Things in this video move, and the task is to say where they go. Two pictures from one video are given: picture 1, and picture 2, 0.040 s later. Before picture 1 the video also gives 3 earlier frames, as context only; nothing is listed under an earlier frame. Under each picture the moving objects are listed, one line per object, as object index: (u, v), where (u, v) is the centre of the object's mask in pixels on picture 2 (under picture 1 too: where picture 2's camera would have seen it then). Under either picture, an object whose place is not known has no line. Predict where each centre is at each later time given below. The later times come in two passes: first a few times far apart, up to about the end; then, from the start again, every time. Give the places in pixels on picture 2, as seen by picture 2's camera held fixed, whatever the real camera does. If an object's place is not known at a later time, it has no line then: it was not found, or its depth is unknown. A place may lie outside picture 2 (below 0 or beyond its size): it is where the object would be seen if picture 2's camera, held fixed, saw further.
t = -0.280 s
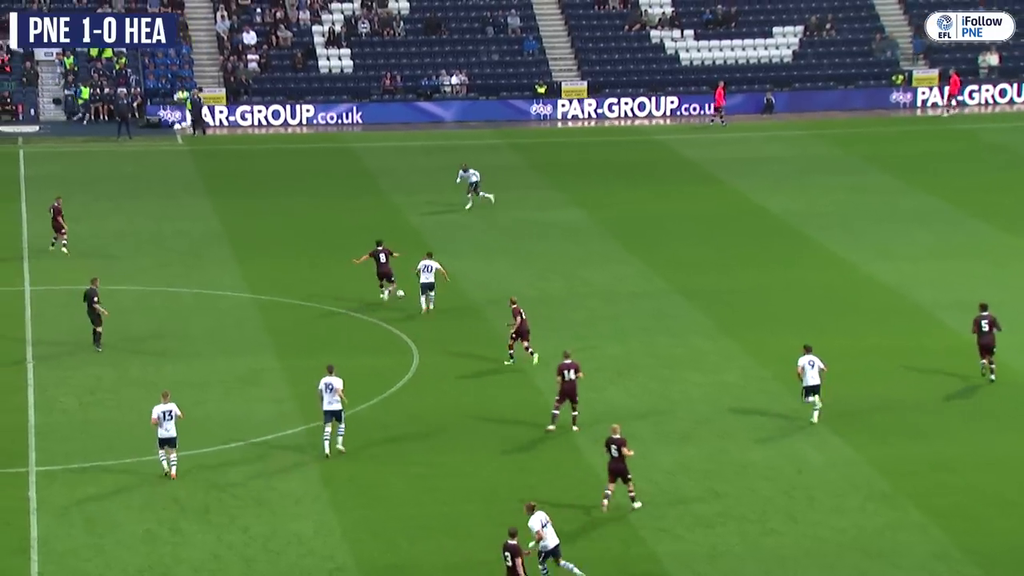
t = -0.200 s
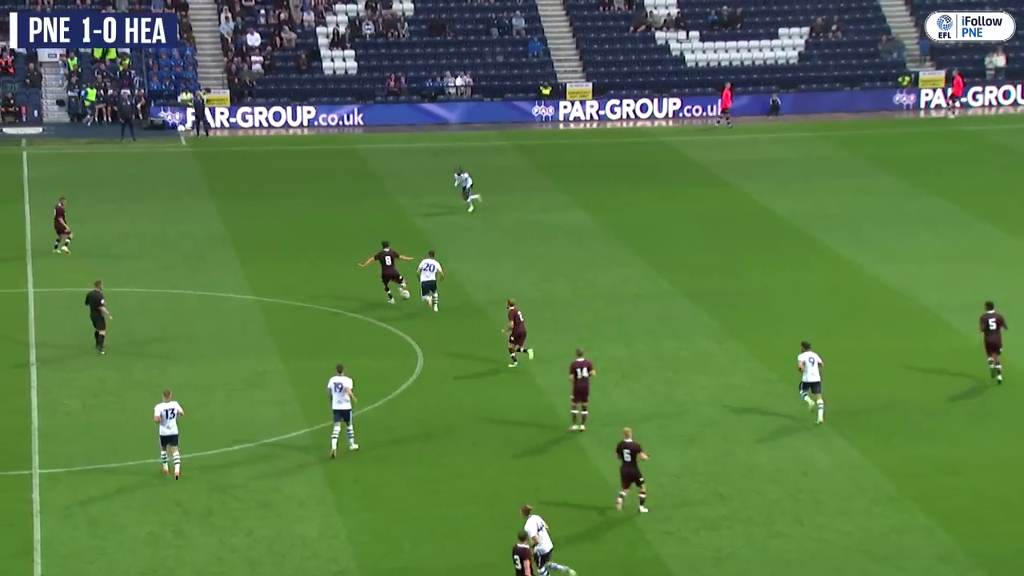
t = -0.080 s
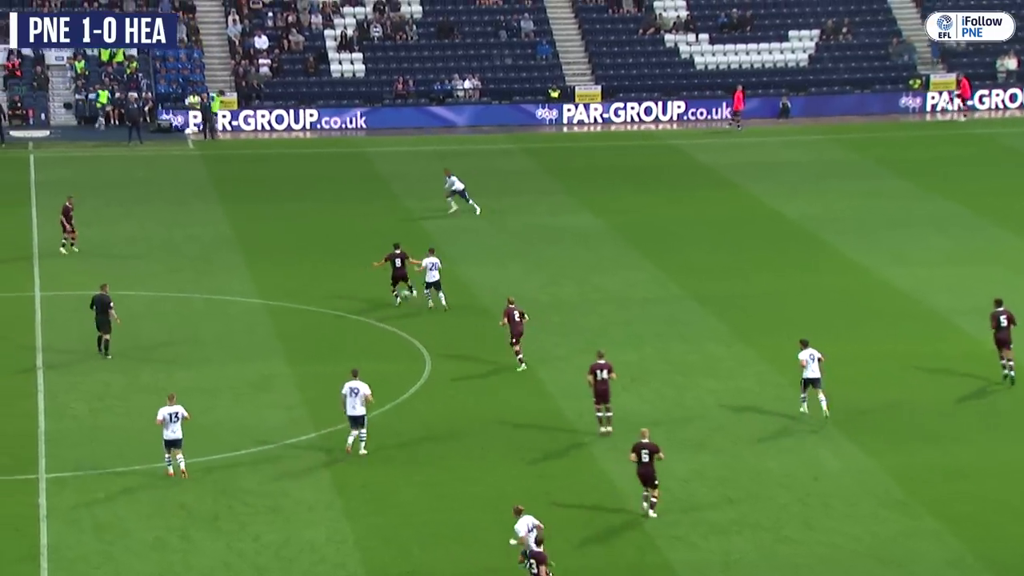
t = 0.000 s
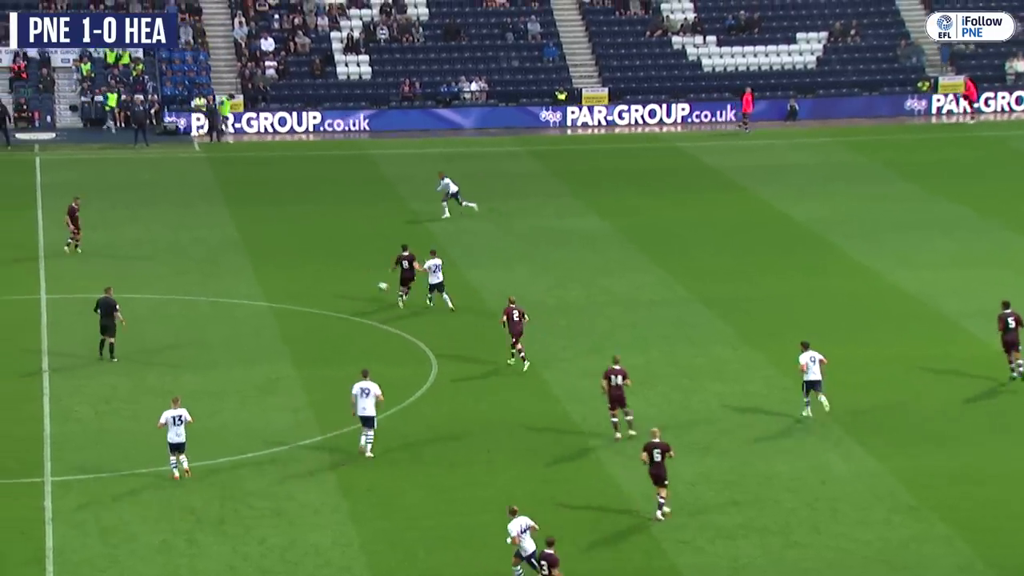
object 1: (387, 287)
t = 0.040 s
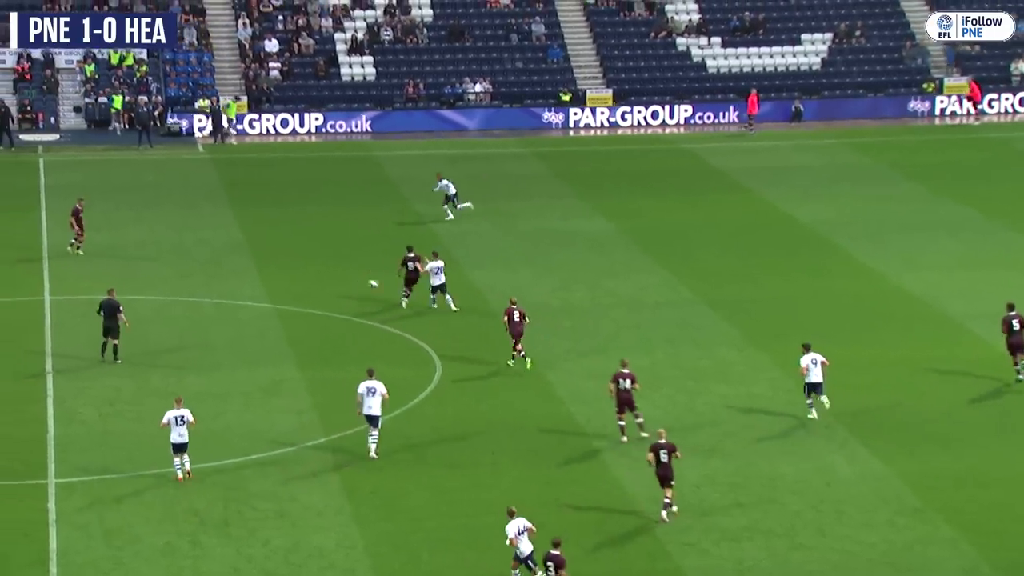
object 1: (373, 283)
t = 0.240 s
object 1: (306, 274)
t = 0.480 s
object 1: (236, 267)
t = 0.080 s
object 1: (360, 280)
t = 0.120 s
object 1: (346, 276)
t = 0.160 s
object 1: (332, 275)
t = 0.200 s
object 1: (318, 274)
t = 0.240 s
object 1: (306, 274)
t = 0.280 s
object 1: (293, 274)
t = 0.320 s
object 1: (280, 276)
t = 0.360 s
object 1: (268, 276)
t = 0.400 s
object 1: (257, 272)
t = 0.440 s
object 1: (246, 269)
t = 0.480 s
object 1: (236, 267)
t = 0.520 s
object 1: (225, 266)
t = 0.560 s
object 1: (215, 265)
